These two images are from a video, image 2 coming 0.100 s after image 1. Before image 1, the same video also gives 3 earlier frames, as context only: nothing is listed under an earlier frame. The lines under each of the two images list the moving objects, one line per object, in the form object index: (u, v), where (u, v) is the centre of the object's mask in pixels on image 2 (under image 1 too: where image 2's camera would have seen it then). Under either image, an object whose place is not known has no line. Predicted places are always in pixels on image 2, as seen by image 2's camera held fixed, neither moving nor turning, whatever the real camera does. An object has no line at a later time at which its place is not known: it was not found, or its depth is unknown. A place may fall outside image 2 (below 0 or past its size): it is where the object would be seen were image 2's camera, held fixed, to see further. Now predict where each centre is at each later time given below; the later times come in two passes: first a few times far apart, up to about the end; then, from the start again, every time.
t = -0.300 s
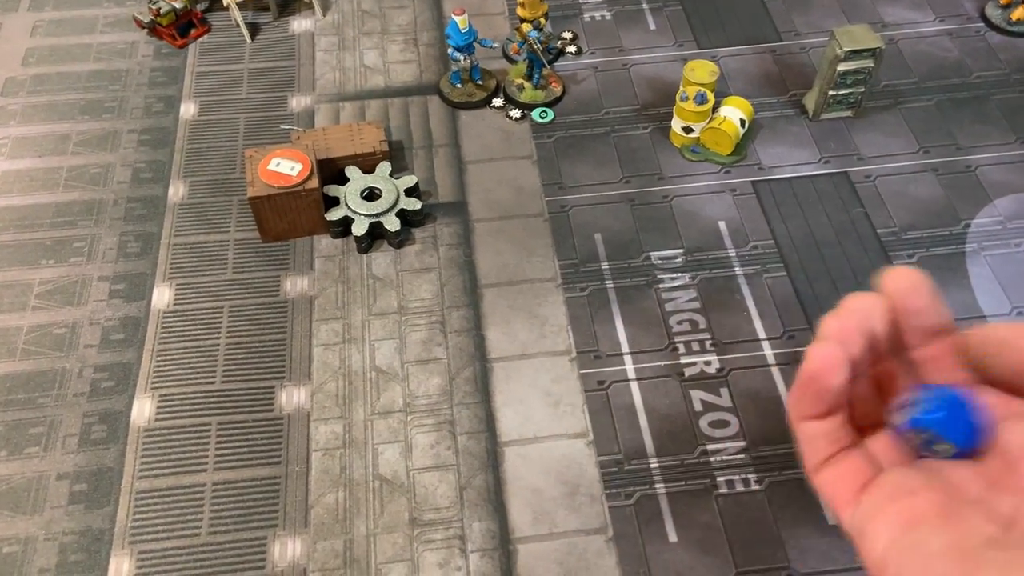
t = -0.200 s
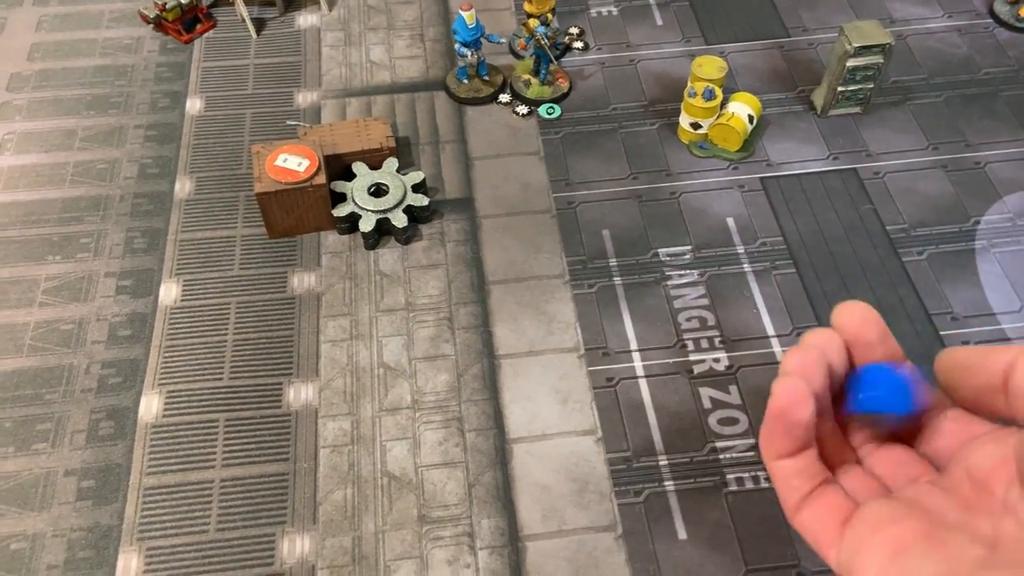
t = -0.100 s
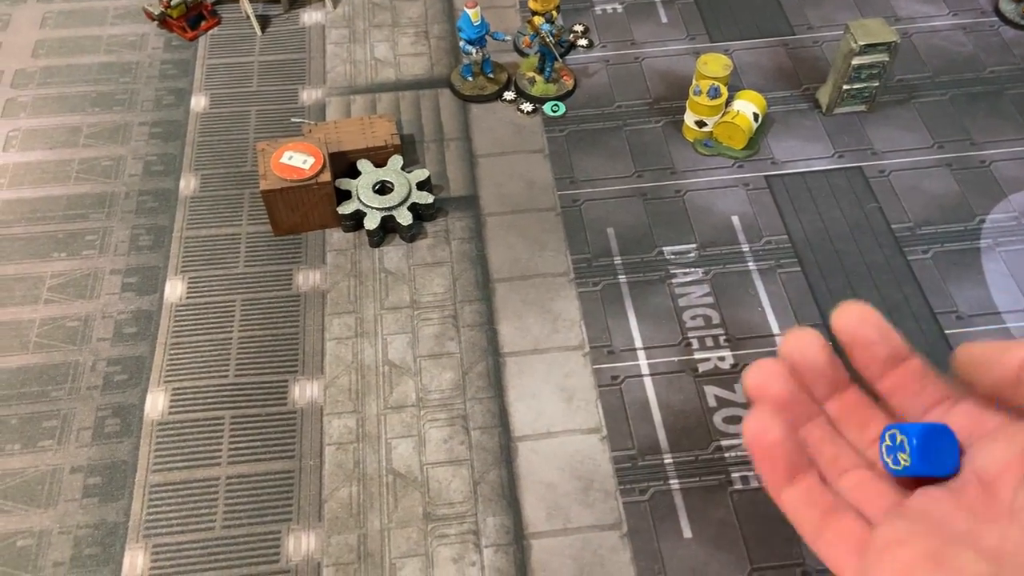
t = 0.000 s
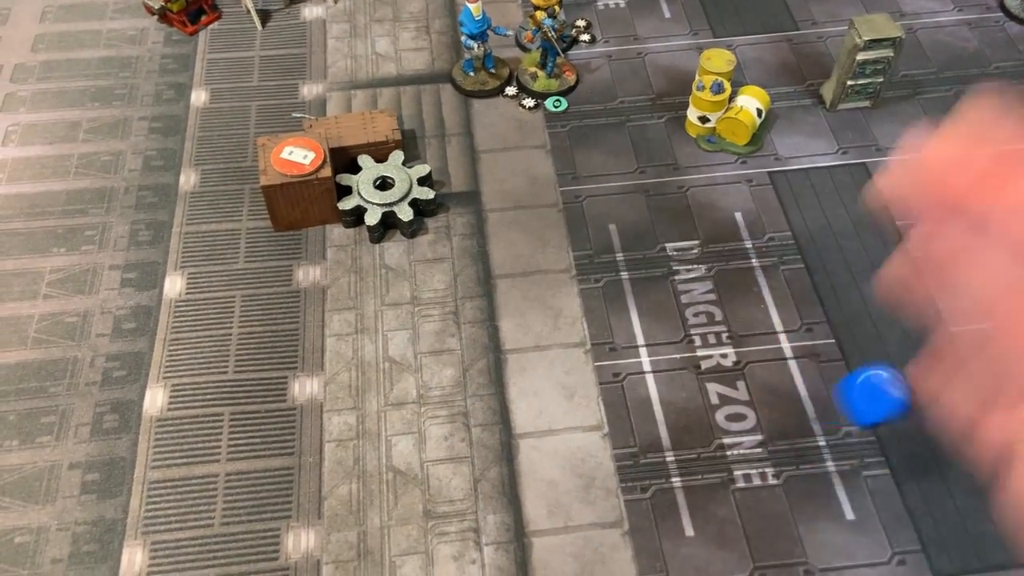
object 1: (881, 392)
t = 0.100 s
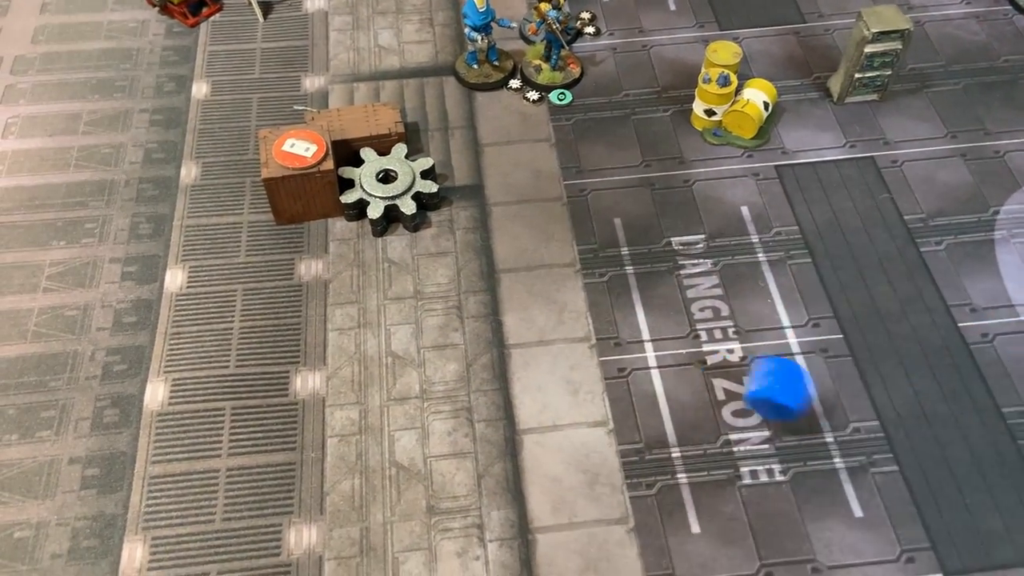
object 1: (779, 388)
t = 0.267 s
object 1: (627, 375)
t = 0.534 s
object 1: (493, 401)
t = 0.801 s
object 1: (426, 427)
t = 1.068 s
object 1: (426, 426)
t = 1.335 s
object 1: (426, 426)
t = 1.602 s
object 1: (425, 427)
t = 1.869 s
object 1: (425, 426)
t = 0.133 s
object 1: (737, 386)
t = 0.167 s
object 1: (705, 382)
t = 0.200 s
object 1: (679, 376)
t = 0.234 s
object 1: (652, 379)
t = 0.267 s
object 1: (627, 375)
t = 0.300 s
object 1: (606, 371)
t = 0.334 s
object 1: (582, 369)
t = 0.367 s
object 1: (563, 368)
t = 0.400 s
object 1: (546, 371)
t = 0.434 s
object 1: (527, 381)
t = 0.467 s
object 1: (512, 388)
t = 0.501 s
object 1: (502, 395)
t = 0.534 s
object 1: (493, 401)
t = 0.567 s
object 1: (484, 409)
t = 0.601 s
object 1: (472, 416)
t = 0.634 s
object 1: (457, 423)
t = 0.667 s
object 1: (440, 426)
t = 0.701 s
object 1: (430, 427)
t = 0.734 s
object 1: (427, 427)
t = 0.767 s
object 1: (426, 427)
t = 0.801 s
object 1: (426, 427)
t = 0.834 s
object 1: (426, 427)
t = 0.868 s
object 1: (426, 427)
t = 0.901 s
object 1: (426, 426)
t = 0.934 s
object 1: (426, 426)
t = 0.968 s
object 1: (426, 426)
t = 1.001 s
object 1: (426, 426)
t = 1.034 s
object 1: (426, 426)
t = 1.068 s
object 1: (426, 426)
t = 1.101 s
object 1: (426, 426)
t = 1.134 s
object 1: (426, 426)
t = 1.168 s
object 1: (426, 426)
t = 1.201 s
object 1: (426, 427)
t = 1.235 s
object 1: (425, 426)
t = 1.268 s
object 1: (426, 427)
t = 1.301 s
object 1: (425, 427)
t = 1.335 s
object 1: (426, 426)
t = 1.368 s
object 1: (426, 426)
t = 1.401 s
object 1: (426, 426)
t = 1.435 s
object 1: (426, 426)
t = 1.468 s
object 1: (426, 426)
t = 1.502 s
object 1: (425, 426)
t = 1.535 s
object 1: (425, 426)
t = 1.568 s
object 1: (425, 426)
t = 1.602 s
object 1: (425, 427)
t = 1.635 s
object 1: (425, 427)
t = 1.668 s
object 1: (425, 427)
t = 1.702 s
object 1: (425, 427)
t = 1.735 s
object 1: (425, 427)
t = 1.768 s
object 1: (425, 427)
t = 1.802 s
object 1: (425, 426)
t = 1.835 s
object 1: (425, 426)
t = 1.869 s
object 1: (425, 426)
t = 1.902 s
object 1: (425, 426)
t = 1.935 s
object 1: (425, 426)
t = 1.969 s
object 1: (425, 426)
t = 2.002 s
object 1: (425, 426)
